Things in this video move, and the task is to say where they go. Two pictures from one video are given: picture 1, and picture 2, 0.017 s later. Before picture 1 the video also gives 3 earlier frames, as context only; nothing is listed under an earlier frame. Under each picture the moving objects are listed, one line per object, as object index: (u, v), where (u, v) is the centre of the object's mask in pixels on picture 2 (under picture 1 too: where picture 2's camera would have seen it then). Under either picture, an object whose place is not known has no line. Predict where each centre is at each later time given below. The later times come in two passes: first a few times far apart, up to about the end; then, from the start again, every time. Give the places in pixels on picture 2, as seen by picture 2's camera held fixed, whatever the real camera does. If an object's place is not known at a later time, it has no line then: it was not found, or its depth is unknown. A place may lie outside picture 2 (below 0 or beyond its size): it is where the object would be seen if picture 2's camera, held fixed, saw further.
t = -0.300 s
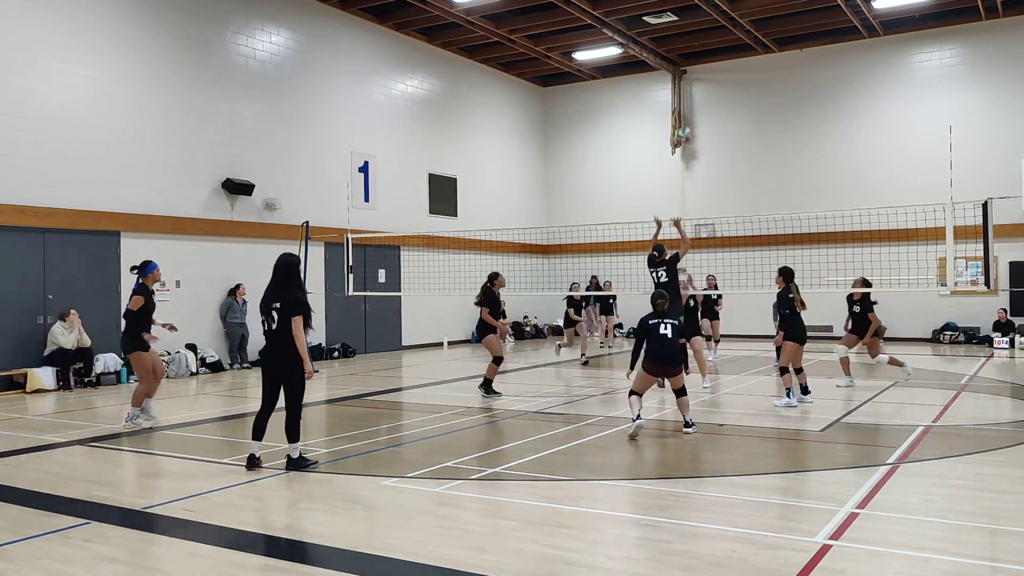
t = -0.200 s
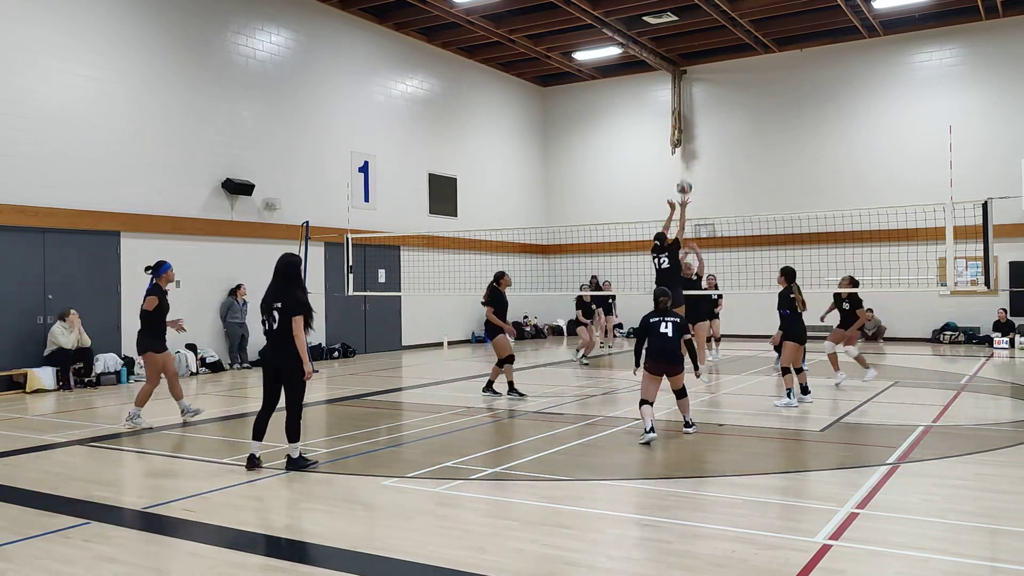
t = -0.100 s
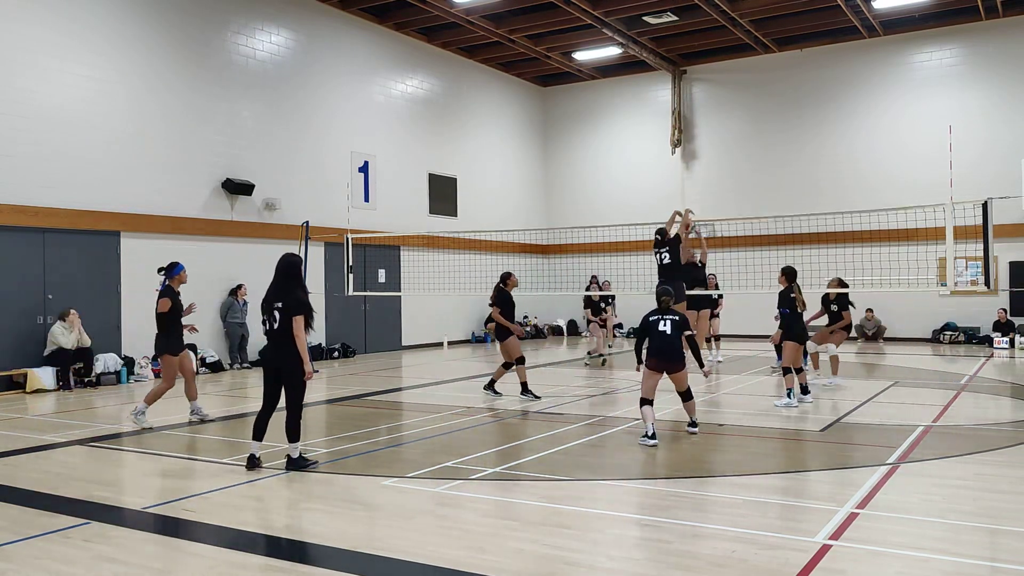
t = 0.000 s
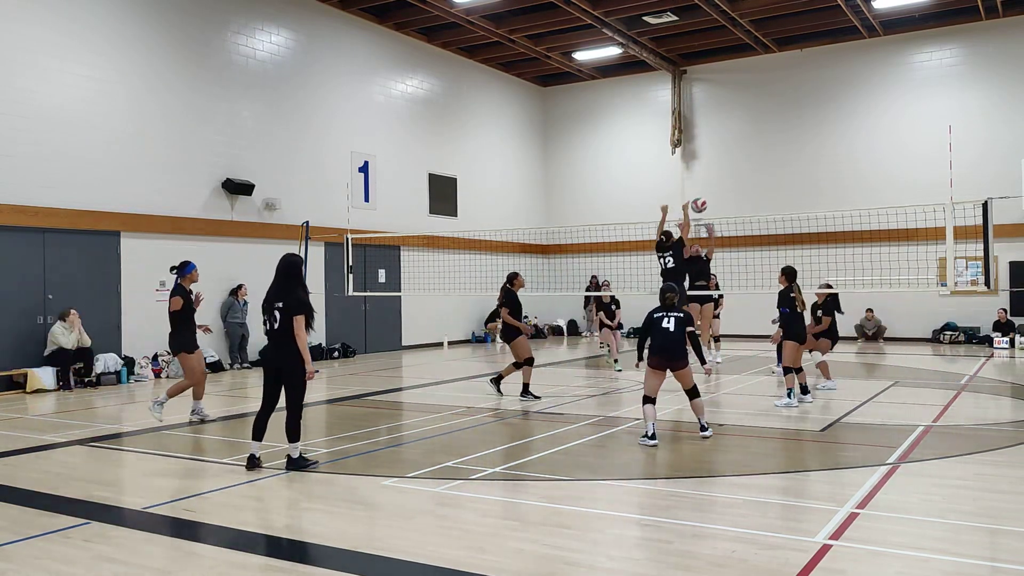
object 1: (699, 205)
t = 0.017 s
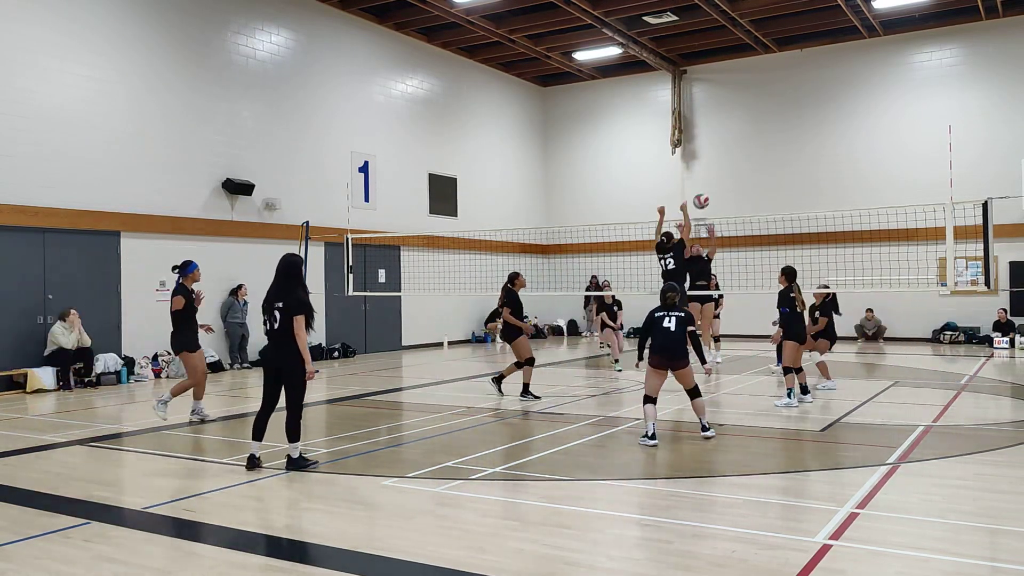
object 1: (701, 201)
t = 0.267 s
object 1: (737, 160)
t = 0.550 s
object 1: (786, 173)
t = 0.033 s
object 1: (703, 197)
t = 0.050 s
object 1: (705, 193)
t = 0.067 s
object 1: (708, 190)
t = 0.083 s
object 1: (710, 186)
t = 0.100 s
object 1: (712, 183)
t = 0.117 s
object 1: (715, 180)
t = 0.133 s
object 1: (717, 177)
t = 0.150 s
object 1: (719, 174)
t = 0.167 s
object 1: (722, 171)
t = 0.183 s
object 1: (724, 169)
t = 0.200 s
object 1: (727, 167)
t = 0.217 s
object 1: (729, 165)
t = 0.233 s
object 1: (732, 163)
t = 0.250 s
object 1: (734, 161)
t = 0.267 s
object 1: (737, 160)
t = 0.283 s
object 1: (739, 159)
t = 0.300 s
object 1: (742, 158)
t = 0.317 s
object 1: (745, 157)
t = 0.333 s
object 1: (747, 156)
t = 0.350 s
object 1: (750, 156)
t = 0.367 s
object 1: (753, 156)
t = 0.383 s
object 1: (756, 156)
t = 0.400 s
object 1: (759, 157)
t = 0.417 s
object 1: (761, 158)
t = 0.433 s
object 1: (764, 159)
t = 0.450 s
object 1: (768, 160)
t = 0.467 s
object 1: (771, 161)
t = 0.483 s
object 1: (774, 163)
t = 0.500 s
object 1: (777, 165)
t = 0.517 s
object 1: (780, 167)
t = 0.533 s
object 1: (783, 170)
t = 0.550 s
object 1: (786, 173)
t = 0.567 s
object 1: (790, 176)
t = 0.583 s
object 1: (793, 180)
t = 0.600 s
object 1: (797, 184)
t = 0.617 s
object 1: (800, 188)
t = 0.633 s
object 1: (803, 193)
